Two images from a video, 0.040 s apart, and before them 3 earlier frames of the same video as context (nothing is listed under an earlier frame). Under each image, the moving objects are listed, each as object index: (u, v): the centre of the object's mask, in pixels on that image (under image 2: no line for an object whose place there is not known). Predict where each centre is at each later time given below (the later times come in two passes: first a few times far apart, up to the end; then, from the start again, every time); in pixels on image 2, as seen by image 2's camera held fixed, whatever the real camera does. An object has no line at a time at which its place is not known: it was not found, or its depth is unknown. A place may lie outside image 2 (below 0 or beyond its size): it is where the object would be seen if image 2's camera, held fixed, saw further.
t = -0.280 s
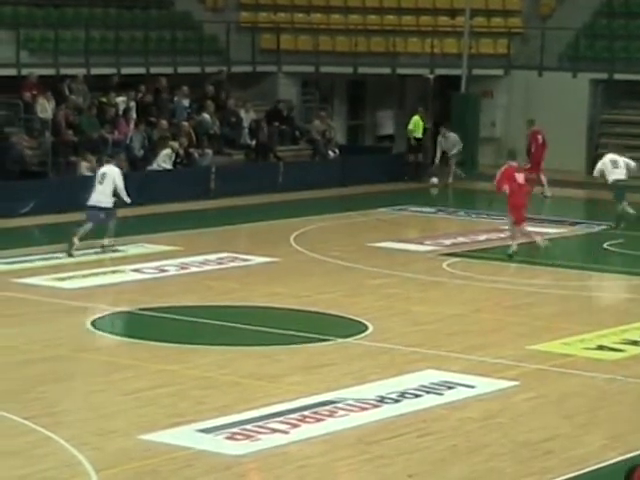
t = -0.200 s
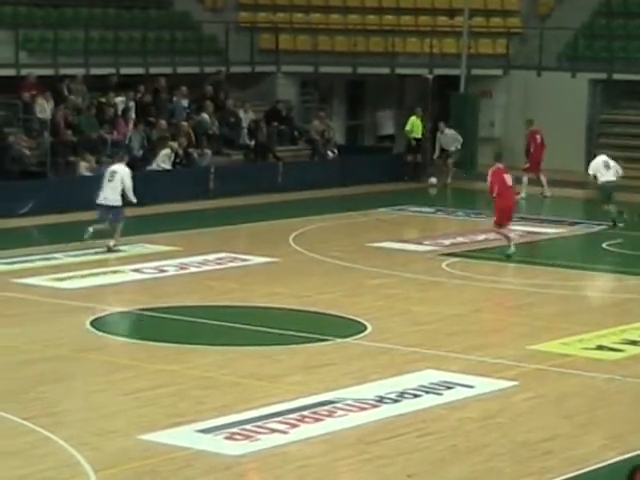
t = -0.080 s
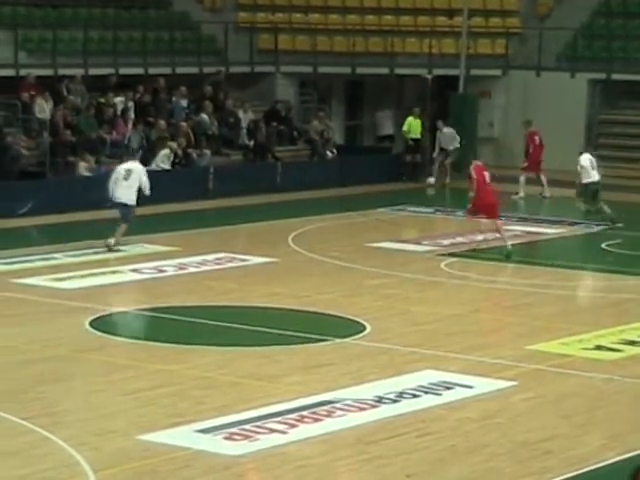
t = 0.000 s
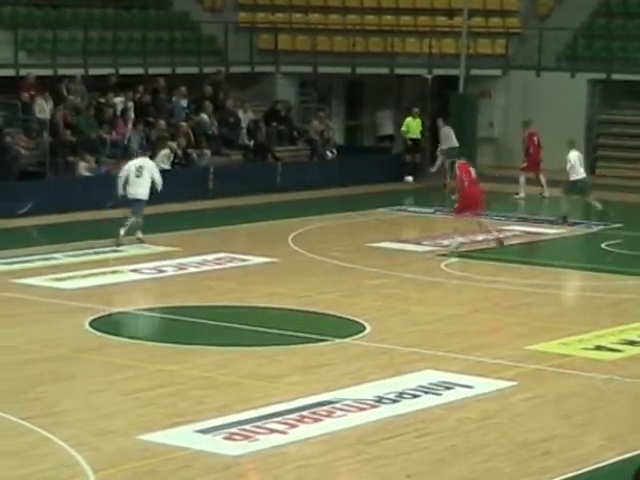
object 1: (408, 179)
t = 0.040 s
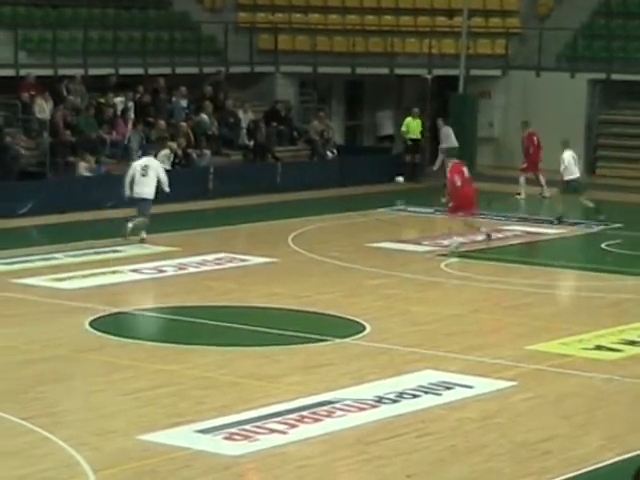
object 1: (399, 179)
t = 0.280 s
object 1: (335, 194)
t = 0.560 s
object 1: (261, 205)
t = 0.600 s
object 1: (250, 207)
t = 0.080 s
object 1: (388, 181)
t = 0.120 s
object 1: (379, 182)
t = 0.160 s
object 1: (368, 185)
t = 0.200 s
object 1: (356, 189)
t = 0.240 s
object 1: (345, 193)
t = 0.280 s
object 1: (335, 194)
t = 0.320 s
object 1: (324, 194)
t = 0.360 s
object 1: (314, 196)
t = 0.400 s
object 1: (303, 197)
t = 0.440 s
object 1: (292, 201)
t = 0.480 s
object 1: (282, 202)
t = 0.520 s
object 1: (271, 204)
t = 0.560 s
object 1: (261, 205)
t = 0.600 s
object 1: (250, 207)
